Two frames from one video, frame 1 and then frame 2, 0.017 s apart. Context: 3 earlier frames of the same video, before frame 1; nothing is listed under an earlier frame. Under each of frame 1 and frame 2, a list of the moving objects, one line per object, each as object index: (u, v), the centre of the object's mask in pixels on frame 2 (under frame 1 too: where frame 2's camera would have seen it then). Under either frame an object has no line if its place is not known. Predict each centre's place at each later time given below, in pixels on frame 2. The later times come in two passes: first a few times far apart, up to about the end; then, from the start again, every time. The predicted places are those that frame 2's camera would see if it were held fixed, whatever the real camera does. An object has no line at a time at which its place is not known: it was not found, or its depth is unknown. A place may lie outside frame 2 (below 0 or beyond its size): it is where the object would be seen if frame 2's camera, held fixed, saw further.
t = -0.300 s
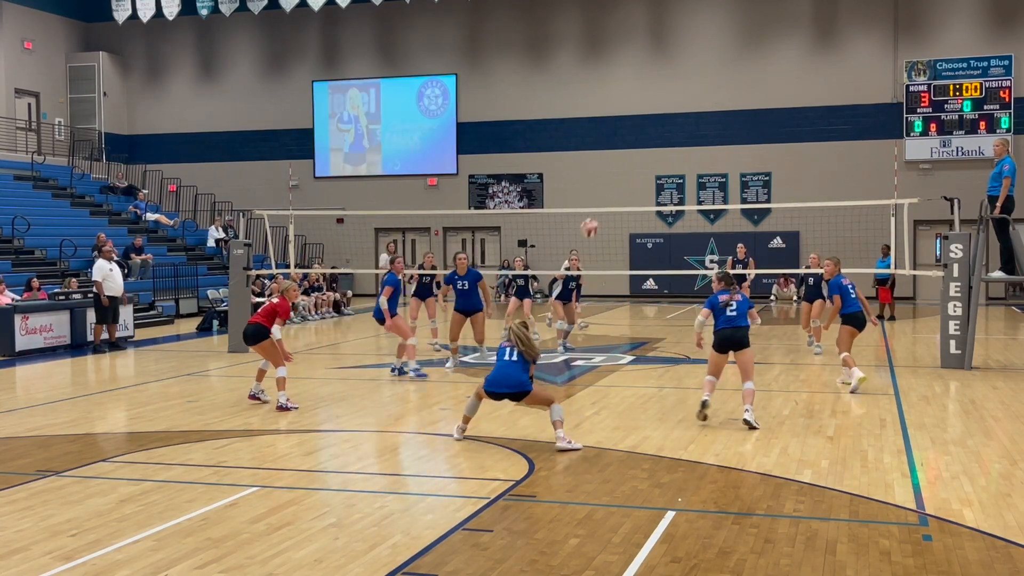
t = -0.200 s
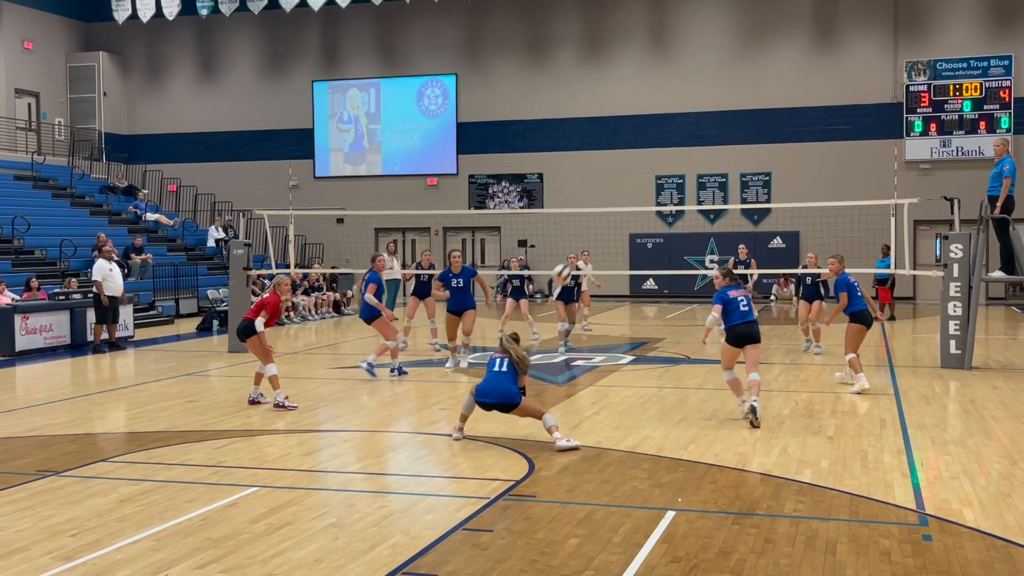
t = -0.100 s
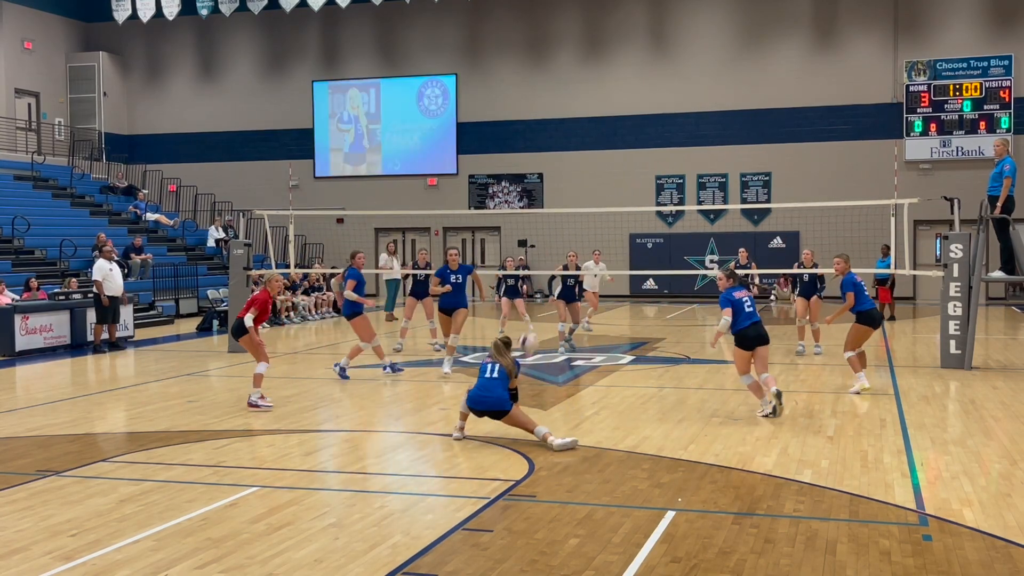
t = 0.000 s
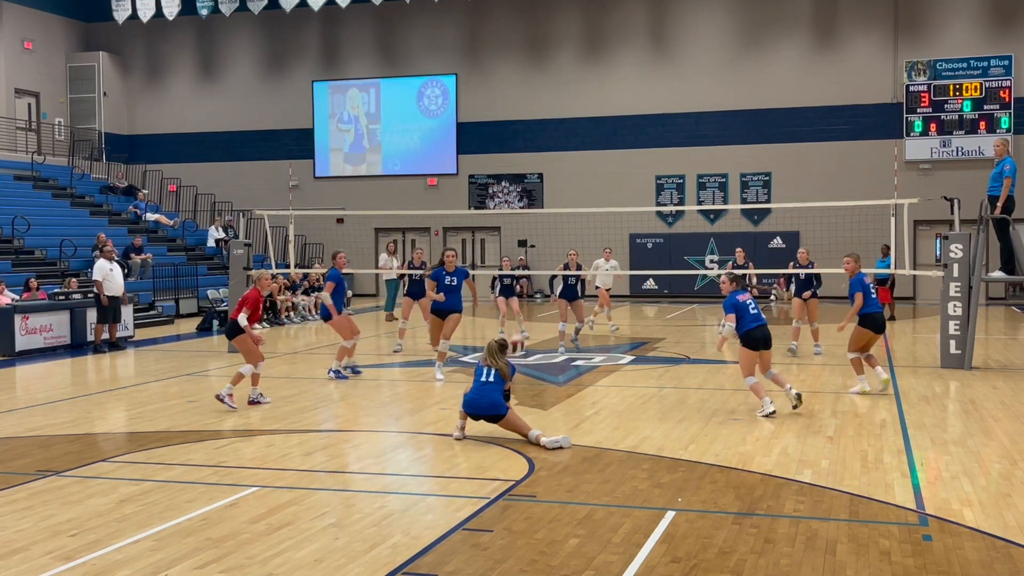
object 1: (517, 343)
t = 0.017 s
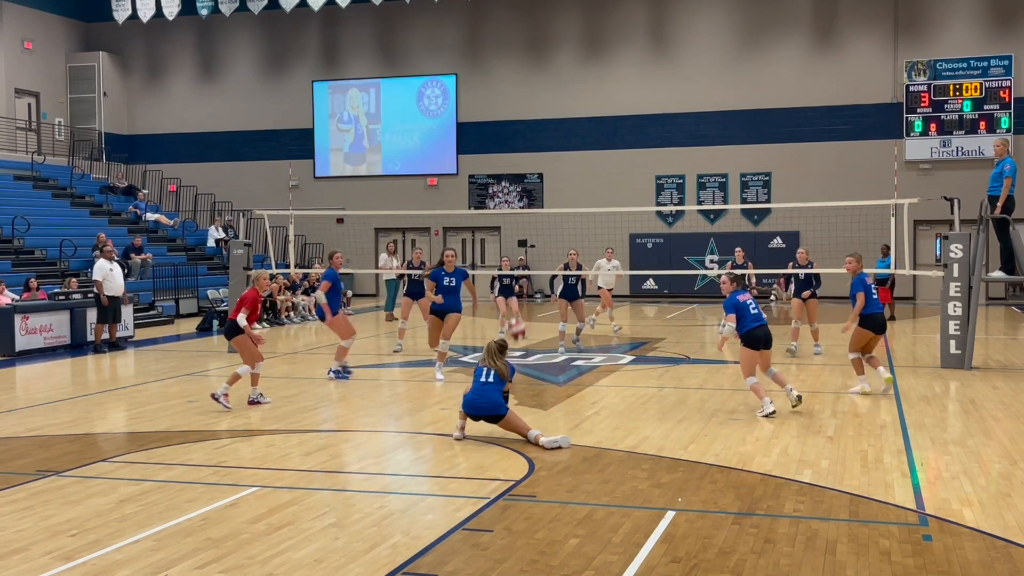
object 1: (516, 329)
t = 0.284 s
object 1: (541, 168)
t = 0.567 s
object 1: (564, 88)
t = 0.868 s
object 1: (586, 85)
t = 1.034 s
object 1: (598, 114)
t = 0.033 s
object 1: (518, 316)
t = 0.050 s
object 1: (519, 302)
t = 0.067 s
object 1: (521, 290)
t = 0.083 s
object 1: (524, 280)
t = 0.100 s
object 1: (524, 269)
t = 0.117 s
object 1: (526, 258)
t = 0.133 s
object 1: (527, 247)
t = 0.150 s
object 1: (528, 237)
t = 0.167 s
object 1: (530, 227)
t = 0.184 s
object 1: (531, 218)
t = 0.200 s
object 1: (533, 209)
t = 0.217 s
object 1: (535, 199)
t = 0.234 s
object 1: (536, 192)
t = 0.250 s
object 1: (538, 184)
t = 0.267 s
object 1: (539, 176)
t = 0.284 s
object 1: (541, 168)
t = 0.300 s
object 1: (542, 161)
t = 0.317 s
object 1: (543, 154)
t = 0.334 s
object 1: (545, 147)
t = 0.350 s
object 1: (546, 141)
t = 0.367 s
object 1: (548, 136)
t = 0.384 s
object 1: (549, 130)
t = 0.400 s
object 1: (550, 125)
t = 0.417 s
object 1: (552, 120)
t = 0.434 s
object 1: (553, 115)
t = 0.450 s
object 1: (555, 111)
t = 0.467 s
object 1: (556, 107)
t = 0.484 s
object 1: (557, 103)
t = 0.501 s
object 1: (558, 98)
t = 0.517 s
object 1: (560, 96)
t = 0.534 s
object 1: (561, 93)
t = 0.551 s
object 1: (562, 90)
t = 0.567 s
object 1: (564, 88)
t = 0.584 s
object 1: (565, 86)
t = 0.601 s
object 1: (567, 84)
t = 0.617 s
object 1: (568, 82)
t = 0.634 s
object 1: (569, 80)
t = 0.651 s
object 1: (571, 80)
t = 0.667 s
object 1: (571, 79)
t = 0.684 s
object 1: (573, 78)
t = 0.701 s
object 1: (574, 77)
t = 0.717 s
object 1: (575, 77)
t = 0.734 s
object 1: (577, 77)
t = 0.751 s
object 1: (578, 77)
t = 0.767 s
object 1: (579, 78)
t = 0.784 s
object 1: (581, 78)
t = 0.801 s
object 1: (582, 79)
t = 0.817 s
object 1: (583, 80)
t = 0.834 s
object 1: (584, 82)
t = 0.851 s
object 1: (585, 84)
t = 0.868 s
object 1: (586, 85)
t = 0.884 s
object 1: (587, 87)
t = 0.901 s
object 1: (588, 89)
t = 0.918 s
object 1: (590, 92)
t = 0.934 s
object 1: (591, 94)
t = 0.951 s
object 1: (593, 97)
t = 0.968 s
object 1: (593, 100)
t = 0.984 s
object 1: (594, 103)
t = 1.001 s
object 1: (595, 106)
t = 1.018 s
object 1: (597, 110)
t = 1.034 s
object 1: (598, 114)
